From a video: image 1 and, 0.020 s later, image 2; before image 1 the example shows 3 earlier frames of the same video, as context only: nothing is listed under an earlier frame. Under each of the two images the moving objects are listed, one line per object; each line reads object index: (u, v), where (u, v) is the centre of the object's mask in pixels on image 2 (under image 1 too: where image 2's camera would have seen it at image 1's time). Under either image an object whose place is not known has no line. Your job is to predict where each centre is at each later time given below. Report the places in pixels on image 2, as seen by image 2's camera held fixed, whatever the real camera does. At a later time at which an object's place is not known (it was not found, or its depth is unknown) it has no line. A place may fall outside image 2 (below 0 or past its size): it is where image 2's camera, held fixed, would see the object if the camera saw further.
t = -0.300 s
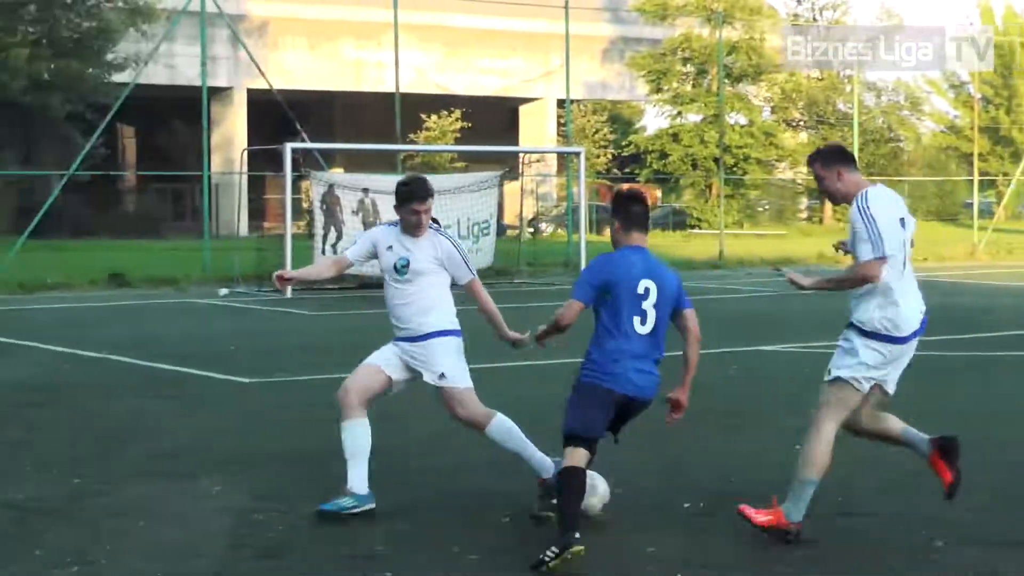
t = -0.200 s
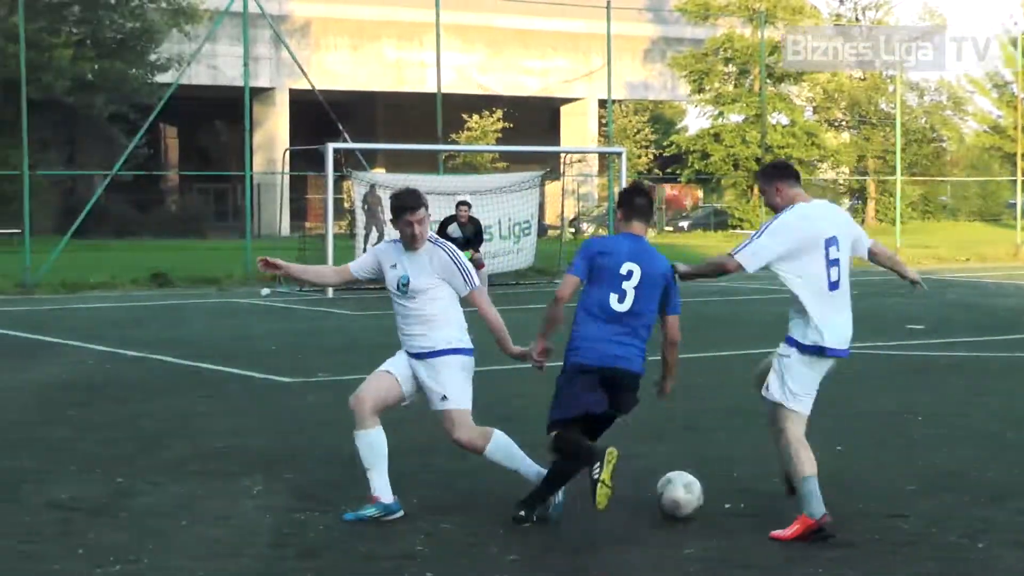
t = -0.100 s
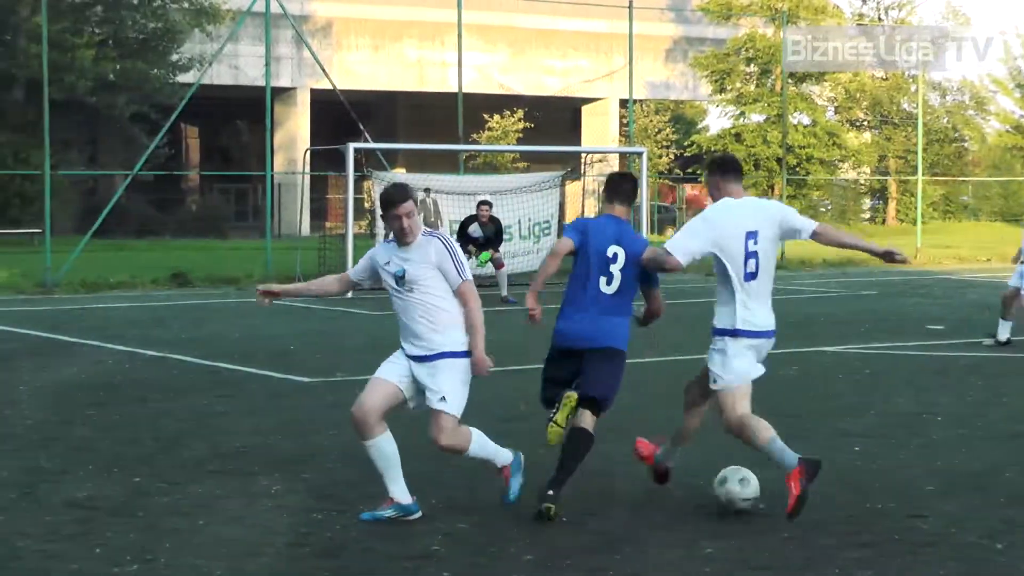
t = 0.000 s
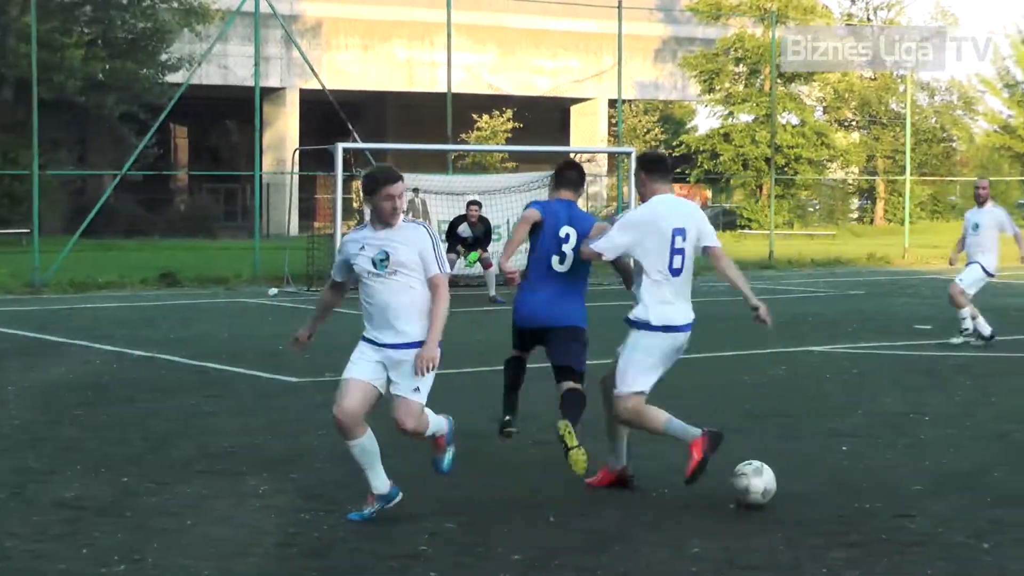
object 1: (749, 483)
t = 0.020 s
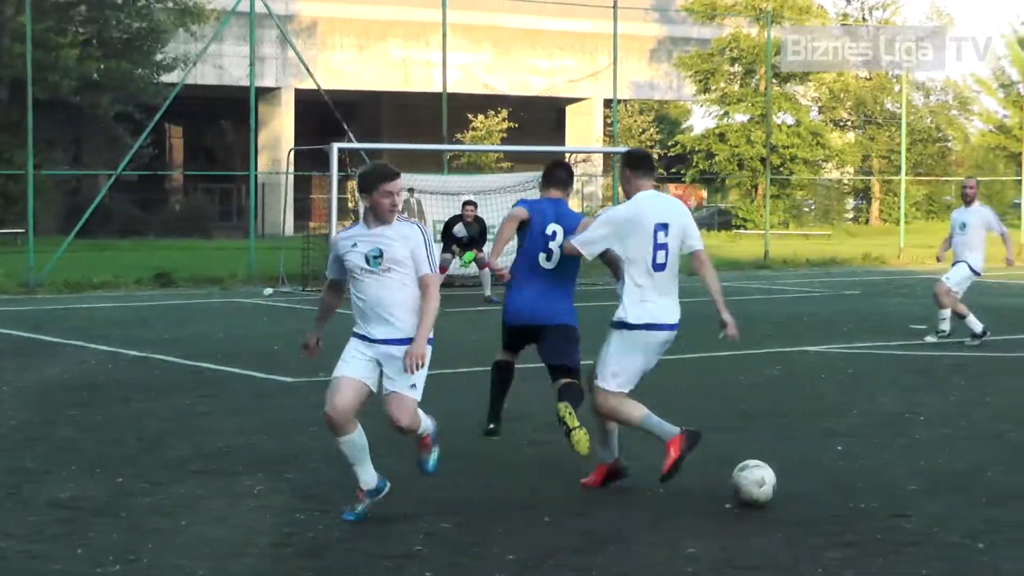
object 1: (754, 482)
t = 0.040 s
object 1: (758, 479)
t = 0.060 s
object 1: (762, 477)
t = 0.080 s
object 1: (766, 477)
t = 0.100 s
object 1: (771, 475)
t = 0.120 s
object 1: (776, 476)
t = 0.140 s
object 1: (780, 474)
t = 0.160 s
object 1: (784, 472)
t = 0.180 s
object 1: (788, 470)
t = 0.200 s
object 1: (792, 470)
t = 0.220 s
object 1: (795, 470)
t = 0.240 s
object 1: (798, 471)
